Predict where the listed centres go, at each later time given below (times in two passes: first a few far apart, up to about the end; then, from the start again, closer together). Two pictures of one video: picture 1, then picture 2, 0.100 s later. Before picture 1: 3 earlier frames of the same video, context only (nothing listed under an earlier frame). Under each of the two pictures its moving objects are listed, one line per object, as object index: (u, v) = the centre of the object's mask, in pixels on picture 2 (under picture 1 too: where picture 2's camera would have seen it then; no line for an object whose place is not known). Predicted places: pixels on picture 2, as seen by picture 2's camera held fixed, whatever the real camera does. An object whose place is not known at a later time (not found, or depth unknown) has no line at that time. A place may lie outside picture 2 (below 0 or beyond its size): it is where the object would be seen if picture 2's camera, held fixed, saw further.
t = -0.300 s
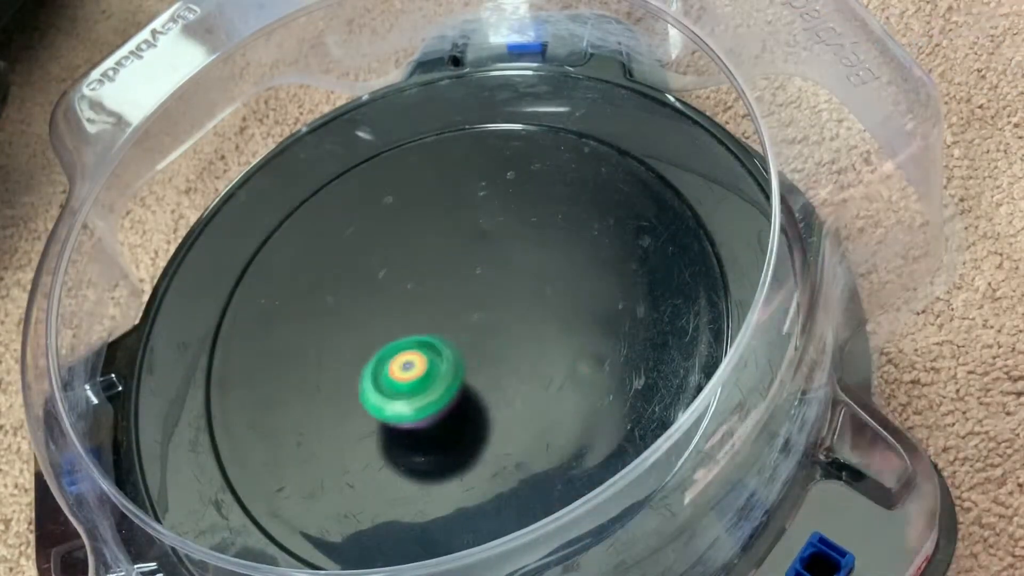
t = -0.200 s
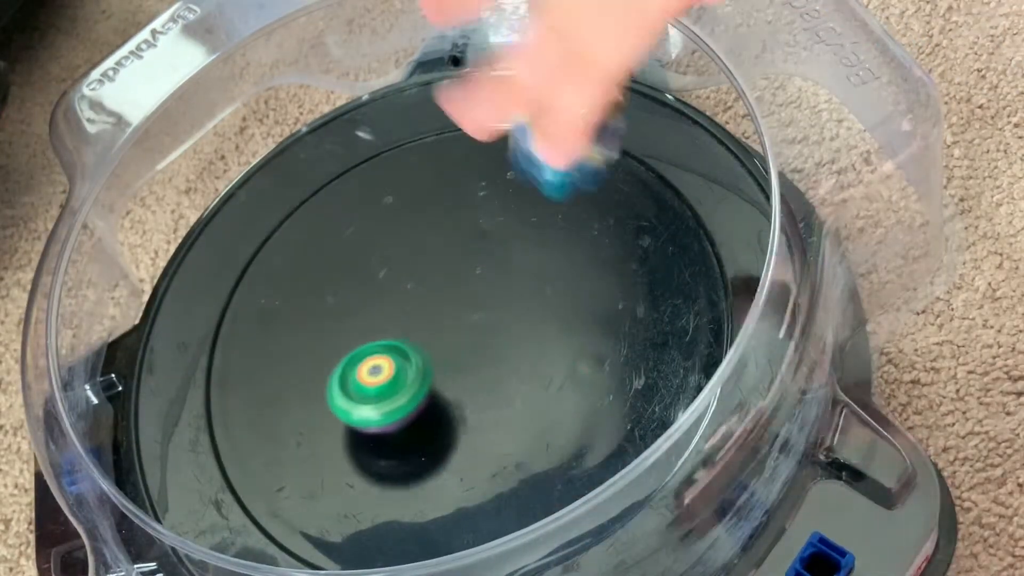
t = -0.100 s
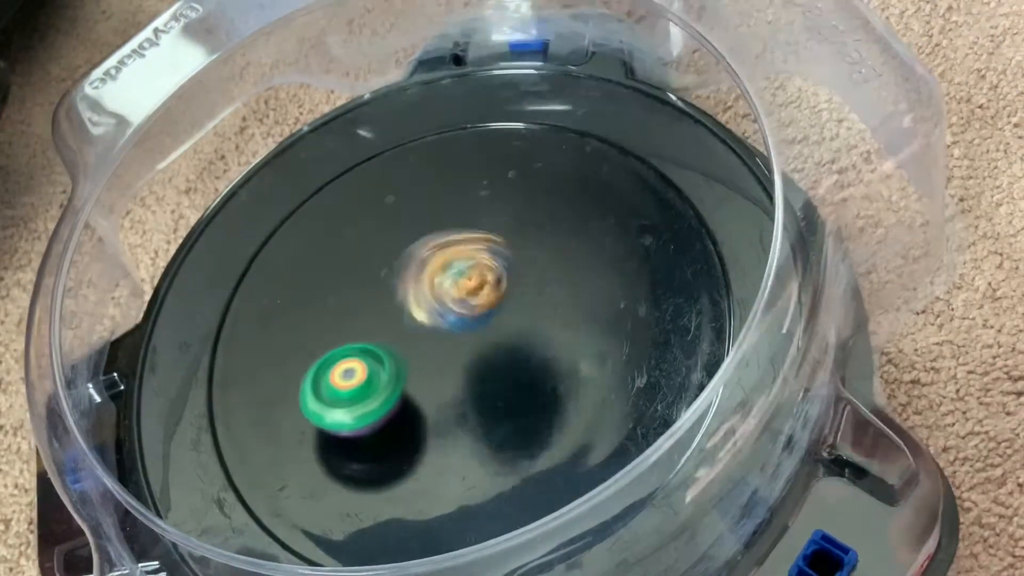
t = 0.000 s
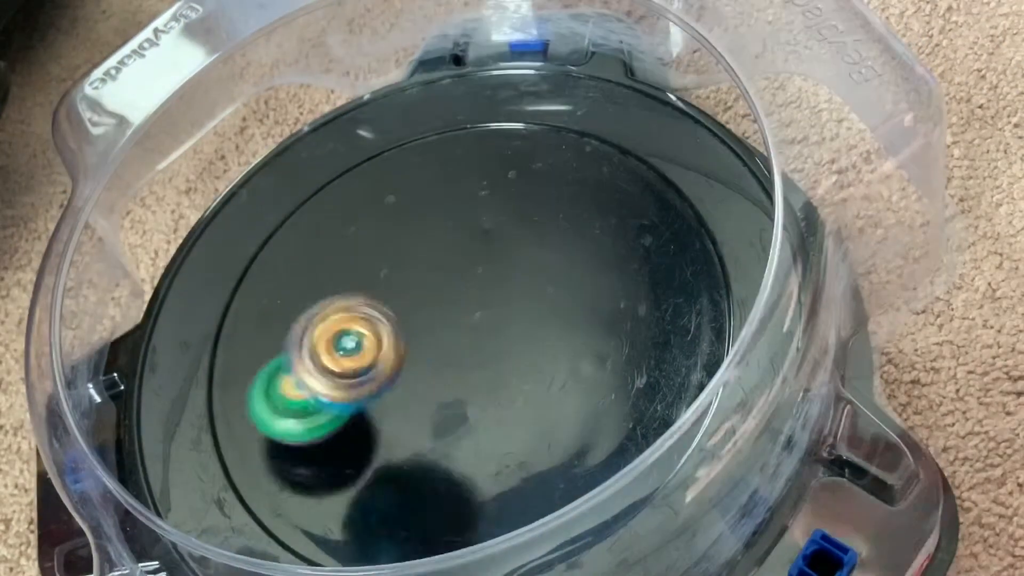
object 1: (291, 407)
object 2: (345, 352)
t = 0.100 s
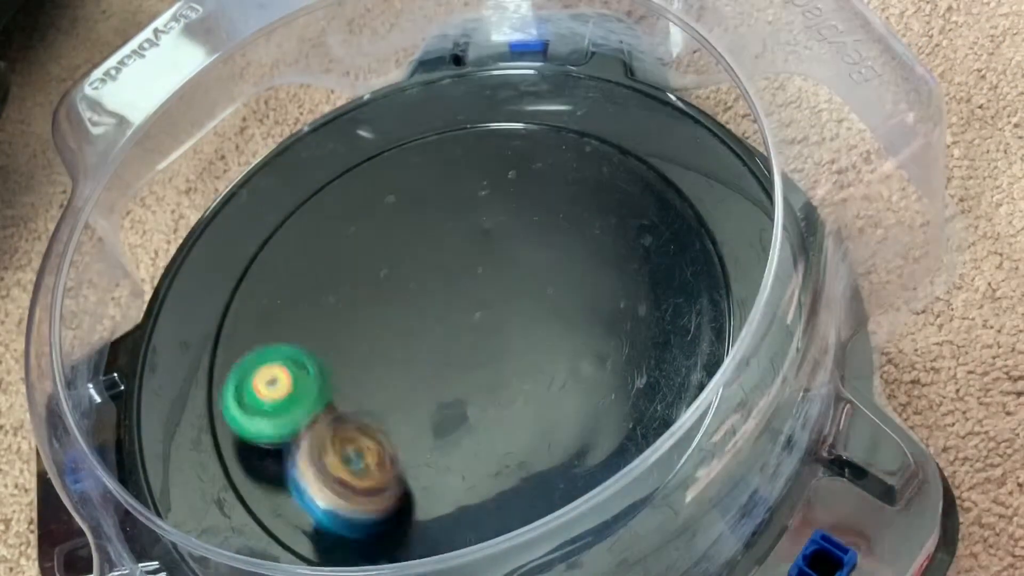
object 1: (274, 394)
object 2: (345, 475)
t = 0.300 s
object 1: (305, 302)
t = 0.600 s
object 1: (442, 274)
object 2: (577, 456)
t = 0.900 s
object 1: (461, 205)
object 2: (579, 208)
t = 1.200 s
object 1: (428, 247)
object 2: (523, 167)
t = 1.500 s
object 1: (424, 391)
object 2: (497, 245)
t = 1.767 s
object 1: (521, 443)
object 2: (525, 341)
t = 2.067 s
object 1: (542, 428)
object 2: (499, 337)
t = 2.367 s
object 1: (509, 407)
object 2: (441, 334)
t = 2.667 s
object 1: (481, 390)
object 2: (428, 319)
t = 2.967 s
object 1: (462, 379)
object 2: (422, 299)
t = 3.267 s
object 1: (432, 386)
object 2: (430, 282)
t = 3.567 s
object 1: (408, 390)
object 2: (453, 266)
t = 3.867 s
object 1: (409, 362)
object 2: (474, 272)
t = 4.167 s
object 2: (497, 271)
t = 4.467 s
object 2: (488, 281)
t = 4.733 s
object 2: (488, 297)
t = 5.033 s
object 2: (491, 308)
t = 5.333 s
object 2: (619, 225)
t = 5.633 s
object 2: (478, 313)
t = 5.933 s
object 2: (391, 318)
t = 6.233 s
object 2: (401, 314)
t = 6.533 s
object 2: (407, 306)
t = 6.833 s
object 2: (404, 312)
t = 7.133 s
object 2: (405, 312)
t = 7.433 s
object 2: (405, 312)
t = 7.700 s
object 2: (405, 311)
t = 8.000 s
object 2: (404, 312)
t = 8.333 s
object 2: (404, 312)
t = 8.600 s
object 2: (404, 312)
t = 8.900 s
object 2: (404, 312)
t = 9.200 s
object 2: (404, 312)
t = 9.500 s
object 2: (404, 312)
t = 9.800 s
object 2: (405, 311)
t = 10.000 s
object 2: (405, 312)
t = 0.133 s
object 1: (267, 371)
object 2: (357, 513)
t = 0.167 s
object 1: (265, 349)
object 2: (370, 531)
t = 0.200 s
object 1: (269, 332)
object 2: (388, 540)
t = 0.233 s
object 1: (279, 319)
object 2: (401, 548)
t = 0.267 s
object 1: (291, 309)
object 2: (434, 557)
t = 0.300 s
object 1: (305, 302)
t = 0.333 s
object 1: (320, 298)
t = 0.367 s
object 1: (337, 296)
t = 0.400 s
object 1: (354, 294)
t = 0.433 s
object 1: (372, 292)
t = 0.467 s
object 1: (388, 289)
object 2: (557, 544)
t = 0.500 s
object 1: (403, 287)
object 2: (568, 530)
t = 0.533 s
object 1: (417, 283)
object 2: (565, 505)
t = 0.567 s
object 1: (431, 279)
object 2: (569, 475)
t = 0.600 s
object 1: (442, 274)
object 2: (577, 456)
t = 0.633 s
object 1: (452, 268)
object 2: (579, 433)
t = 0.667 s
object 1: (461, 261)
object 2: (578, 405)
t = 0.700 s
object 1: (469, 254)
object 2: (577, 374)
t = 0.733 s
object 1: (475, 246)
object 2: (574, 342)
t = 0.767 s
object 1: (479, 239)
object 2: (573, 310)
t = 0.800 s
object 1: (482, 231)
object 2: (571, 278)
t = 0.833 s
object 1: (482, 224)
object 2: (570, 250)
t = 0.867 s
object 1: (470, 213)
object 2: (578, 228)
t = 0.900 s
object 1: (461, 205)
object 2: (579, 208)
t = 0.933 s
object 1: (454, 201)
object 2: (577, 190)
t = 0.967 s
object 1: (450, 200)
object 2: (572, 178)
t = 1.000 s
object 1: (448, 202)
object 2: (564, 169)
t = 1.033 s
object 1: (448, 204)
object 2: (556, 164)
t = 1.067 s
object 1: (450, 208)
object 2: (545, 162)
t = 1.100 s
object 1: (452, 212)
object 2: (535, 163)
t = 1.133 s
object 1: (442, 223)
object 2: (531, 161)
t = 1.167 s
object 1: (433, 236)
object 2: (528, 162)
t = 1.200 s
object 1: (428, 247)
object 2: (523, 167)
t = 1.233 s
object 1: (427, 259)
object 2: (517, 175)
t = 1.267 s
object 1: (428, 269)
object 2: (508, 187)
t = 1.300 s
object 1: (432, 280)
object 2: (497, 200)
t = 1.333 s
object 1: (426, 302)
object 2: (492, 207)
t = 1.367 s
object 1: (417, 327)
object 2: (492, 210)
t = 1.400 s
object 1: (413, 348)
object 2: (493, 214)
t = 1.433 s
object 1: (412, 366)
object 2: (494, 222)
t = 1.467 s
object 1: (416, 380)
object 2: (496, 233)
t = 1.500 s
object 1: (424, 391)
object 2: (497, 245)
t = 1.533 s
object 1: (436, 400)
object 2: (499, 262)
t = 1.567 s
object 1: (451, 406)
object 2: (501, 280)
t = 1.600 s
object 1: (467, 412)
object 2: (503, 298)
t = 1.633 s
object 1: (484, 415)
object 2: (505, 316)
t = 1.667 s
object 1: (495, 423)
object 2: (512, 329)
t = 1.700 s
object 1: (503, 434)
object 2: (517, 331)
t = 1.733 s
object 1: (512, 440)
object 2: (523, 340)
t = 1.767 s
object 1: (521, 443)
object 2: (525, 341)
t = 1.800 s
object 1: (529, 443)
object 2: (525, 342)
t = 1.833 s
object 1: (535, 441)
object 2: (525, 342)
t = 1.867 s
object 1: (538, 438)
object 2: (524, 341)
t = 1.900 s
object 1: (541, 435)
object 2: (521, 341)
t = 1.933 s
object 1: (544, 437)
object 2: (517, 339)
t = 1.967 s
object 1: (545, 437)
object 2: (514, 337)
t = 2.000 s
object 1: (546, 435)
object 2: (509, 335)
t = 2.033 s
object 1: (544, 432)
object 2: (503, 336)
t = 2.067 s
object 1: (542, 428)
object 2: (499, 337)
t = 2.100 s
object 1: (539, 424)
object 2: (493, 337)
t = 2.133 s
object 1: (535, 419)
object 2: (487, 338)
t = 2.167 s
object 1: (529, 414)
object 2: (479, 340)
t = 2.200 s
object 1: (524, 411)
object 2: (471, 339)
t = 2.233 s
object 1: (521, 411)
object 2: (463, 338)
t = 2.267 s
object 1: (517, 409)
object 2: (455, 338)
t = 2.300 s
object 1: (513, 406)
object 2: (449, 340)
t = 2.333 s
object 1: (509, 404)
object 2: (446, 339)
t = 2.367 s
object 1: (509, 407)
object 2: (441, 334)
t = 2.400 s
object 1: (512, 412)
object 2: (432, 325)
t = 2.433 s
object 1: (514, 414)
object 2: (426, 320)
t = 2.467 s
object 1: (513, 414)
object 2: (420, 318)
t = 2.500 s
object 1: (511, 411)
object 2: (417, 321)
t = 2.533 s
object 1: (508, 408)
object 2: (416, 324)
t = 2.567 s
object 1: (502, 403)
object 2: (417, 325)
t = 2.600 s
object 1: (496, 398)
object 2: (420, 324)
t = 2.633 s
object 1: (488, 394)
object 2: (425, 323)
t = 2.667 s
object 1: (481, 390)
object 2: (428, 319)
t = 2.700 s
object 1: (480, 396)
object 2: (426, 308)
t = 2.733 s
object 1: (481, 401)
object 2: (423, 300)
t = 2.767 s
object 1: (480, 401)
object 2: (419, 295)
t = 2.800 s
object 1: (479, 400)
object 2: (415, 292)
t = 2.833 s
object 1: (477, 398)
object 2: (414, 292)
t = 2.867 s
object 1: (474, 394)
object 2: (414, 295)
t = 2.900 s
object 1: (470, 389)
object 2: (416, 298)
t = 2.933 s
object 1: (466, 384)
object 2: (418, 300)
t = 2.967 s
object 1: (462, 379)
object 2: (422, 299)
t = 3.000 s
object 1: (457, 379)
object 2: (428, 295)
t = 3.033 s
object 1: (452, 386)
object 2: (431, 290)
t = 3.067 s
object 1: (449, 390)
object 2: (431, 285)
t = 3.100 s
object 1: (446, 392)
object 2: (431, 282)
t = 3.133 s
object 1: (443, 392)
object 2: (431, 281)
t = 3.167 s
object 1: (441, 391)
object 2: (430, 280)
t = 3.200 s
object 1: (437, 390)
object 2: (430, 279)
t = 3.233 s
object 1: (435, 388)
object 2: (431, 280)
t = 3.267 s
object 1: (432, 386)
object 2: (430, 282)
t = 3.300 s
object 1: (430, 383)
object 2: (429, 284)
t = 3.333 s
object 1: (427, 380)
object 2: (430, 287)
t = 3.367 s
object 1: (425, 377)
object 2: (434, 287)
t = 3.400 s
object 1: (421, 377)
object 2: (438, 286)
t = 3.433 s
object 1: (415, 382)
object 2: (445, 282)
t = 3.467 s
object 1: (410, 388)
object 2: (451, 274)
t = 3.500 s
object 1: (408, 392)
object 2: (454, 269)
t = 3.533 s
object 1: (408, 391)
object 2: (453, 267)
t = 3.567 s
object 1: (408, 390)
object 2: (453, 266)
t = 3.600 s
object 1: (409, 387)
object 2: (454, 267)
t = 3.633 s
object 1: (410, 382)
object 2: (453, 270)
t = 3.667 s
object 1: (412, 378)
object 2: (453, 272)
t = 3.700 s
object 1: (413, 372)
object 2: (454, 276)
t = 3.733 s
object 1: (414, 366)
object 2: (457, 277)
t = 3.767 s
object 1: (413, 364)
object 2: (463, 276)
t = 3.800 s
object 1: (410, 366)
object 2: (468, 273)
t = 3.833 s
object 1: (408, 364)
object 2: (472, 272)
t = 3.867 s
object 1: (409, 362)
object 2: (474, 272)
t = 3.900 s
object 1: (409, 359)
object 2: (475, 272)
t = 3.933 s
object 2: (477, 273)
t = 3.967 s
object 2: (478, 274)
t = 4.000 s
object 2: (482, 274)
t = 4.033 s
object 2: (485, 275)
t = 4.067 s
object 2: (487, 275)
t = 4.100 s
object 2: (487, 275)
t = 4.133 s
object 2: (490, 275)
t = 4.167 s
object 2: (497, 271)
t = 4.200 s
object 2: (502, 268)
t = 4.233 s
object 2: (502, 267)
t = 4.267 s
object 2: (502, 267)
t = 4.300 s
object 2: (500, 267)
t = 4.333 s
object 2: (497, 269)
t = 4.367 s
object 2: (494, 270)
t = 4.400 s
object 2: (490, 274)
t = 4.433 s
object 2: (486, 278)
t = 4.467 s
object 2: (488, 281)
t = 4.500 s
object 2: (492, 282)
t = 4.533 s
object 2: (495, 285)
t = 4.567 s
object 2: (496, 288)
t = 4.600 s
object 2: (497, 290)
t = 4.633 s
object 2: (508, 286)
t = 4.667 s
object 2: (483, 271)
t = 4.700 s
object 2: (490, 295)
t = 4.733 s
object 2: (488, 297)
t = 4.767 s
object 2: (486, 298)
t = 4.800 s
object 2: (486, 296)
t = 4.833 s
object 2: (486, 297)
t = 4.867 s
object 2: (484, 299)
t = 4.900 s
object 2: (485, 301)
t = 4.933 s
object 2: (486, 301)
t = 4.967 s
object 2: (487, 307)
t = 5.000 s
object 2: (486, 310)
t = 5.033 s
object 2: (491, 308)
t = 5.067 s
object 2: (530, 291)
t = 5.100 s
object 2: (562, 268)
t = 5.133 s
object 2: (588, 246)
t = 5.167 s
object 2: (604, 231)
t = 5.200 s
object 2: (616, 221)
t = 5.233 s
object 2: (627, 216)
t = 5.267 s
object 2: (631, 215)
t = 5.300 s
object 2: (628, 218)
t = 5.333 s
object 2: (619, 225)
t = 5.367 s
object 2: (607, 234)
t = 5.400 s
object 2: (594, 245)
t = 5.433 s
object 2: (579, 255)
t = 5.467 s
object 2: (563, 263)
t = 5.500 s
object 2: (547, 275)
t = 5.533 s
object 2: (531, 286)
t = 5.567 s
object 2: (512, 297)
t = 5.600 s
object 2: (492, 307)
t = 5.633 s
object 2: (478, 313)
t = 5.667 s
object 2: (464, 317)
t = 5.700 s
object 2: (451, 320)
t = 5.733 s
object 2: (438, 322)
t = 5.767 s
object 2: (425, 323)
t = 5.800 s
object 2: (414, 323)
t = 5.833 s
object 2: (406, 320)
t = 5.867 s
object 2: (400, 319)
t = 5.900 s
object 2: (395, 318)
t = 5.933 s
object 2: (391, 318)
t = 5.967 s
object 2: (389, 317)
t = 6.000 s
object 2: (389, 316)
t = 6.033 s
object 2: (389, 316)
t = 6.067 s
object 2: (391, 316)
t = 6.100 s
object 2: (394, 317)
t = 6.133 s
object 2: (395, 317)
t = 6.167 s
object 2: (396, 316)
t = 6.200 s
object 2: (398, 315)
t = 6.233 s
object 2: (401, 314)
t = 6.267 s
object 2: (405, 312)
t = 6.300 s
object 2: (406, 310)
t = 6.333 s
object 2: (407, 307)
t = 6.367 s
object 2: (407, 306)
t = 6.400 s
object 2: (408, 305)
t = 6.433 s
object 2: (408, 304)
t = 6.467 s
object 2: (408, 304)
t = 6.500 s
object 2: (408, 305)
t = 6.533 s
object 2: (407, 306)
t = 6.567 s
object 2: (407, 308)
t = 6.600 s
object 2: (406, 310)
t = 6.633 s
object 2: (404, 311)
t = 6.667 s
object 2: (404, 312)
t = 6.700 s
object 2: (405, 312)
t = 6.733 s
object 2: (405, 311)
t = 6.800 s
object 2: (405, 312)
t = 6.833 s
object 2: (404, 312)
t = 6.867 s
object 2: (405, 312)
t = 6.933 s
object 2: (405, 311)
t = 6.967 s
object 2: (405, 312)
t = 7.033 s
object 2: (405, 311)
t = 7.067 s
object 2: (405, 311)
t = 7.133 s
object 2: (405, 312)
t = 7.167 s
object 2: (405, 312)
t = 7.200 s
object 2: (405, 311)
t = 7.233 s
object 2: (405, 311)
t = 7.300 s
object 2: (405, 311)
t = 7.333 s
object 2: (405, 312)
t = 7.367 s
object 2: (405, 312)
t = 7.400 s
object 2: (404, 311)
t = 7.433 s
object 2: (405, 312)
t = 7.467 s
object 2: (405, 312)
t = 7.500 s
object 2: (405, 311)
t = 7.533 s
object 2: (405, 311)
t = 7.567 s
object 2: (405, 312)
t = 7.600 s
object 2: (405, 312)
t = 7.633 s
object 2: (404, 311)
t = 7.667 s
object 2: (405, 311)
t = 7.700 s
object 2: (405, 311)
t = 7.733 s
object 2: (405, 312)
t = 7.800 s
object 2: (405, 312)
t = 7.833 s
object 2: (405, 312)
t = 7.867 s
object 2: (405, 312)
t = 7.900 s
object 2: (404, 312)
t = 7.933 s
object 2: (404, 312)
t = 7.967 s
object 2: (404, 312)
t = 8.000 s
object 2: (404, 312)
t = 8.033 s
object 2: (404, 312)
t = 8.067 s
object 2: (404, 312)
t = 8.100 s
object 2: (404, 312)
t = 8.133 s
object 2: (404, 312)
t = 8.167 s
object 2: (404, 312)
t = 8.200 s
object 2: (404, 312)
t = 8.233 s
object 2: (404, 312)
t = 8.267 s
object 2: (404, 312)
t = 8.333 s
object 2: (404, 312)
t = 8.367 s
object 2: (404, 312)
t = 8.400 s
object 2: (404, 312)
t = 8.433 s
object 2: (404, 312)
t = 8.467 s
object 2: (404, 312)
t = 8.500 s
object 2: (404, 312)
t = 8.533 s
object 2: (404, 312)
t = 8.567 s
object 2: (404, 312)
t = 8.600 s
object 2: (404, 312)
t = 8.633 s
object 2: (404, 312)
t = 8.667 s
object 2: (404, 312)
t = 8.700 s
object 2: (404, 312)
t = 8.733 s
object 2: (404, 312)
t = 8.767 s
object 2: (405, 312)
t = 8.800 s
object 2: (404, 312)
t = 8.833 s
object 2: (404, 312)
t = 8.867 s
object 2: (404, 312)
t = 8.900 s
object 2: (404, 312)
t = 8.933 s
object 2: (404, 312)
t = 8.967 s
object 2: (404, 312)
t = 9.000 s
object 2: (405, 312)
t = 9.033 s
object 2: (404, 312)
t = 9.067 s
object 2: (405, 312)
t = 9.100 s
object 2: (405, 312)
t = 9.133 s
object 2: (404, 312)
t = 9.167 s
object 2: (404, 312)
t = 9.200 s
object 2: (404, 312)
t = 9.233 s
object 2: (404, 312)
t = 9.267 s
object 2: (404, 312)
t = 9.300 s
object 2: (404, 312)
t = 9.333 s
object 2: (404, 312)
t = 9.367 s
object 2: (404, 312)
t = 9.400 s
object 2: (404, 312)
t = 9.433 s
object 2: (404, 312)
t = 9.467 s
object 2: (404, 312)
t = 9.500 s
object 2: (404, 312)
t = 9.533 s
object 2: (405, 311)
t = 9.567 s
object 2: (405, 312)
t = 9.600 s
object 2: (405, 312)
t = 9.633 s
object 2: (405, 311)
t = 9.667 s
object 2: (405, 312)
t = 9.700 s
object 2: (405, 312)
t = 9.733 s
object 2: (405, 311)
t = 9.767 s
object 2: (405, 311)
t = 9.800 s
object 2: (405, 311)
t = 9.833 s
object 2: (405, 312)
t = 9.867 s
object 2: (405, 312)
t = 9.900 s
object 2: (405, 312)
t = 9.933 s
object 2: (405, 312)
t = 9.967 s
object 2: (405, 312)
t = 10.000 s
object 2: (405, 312)
